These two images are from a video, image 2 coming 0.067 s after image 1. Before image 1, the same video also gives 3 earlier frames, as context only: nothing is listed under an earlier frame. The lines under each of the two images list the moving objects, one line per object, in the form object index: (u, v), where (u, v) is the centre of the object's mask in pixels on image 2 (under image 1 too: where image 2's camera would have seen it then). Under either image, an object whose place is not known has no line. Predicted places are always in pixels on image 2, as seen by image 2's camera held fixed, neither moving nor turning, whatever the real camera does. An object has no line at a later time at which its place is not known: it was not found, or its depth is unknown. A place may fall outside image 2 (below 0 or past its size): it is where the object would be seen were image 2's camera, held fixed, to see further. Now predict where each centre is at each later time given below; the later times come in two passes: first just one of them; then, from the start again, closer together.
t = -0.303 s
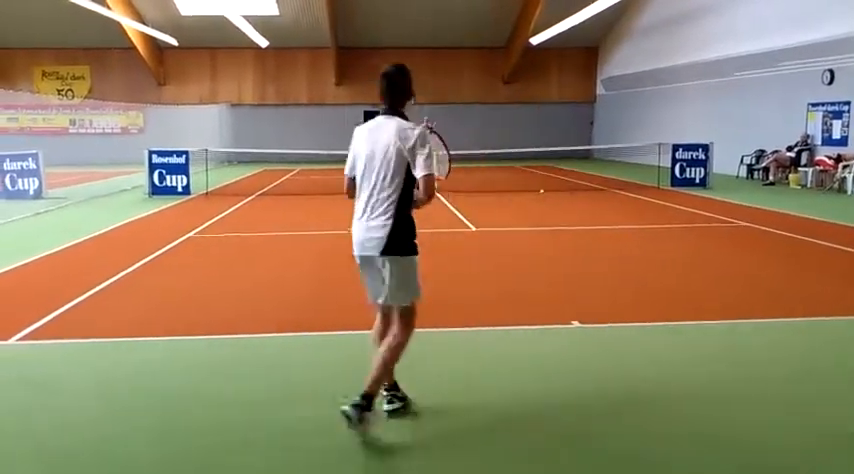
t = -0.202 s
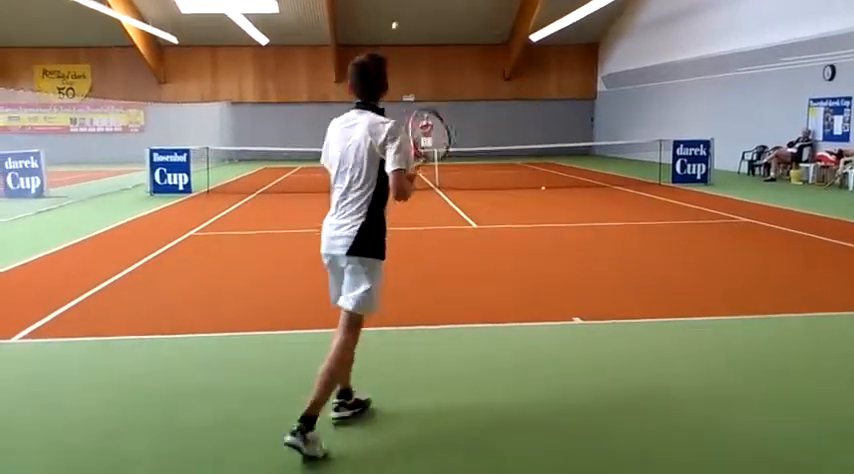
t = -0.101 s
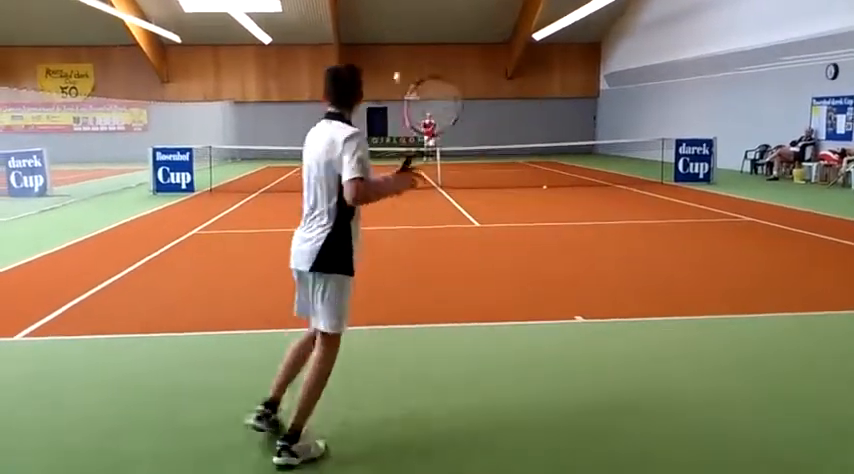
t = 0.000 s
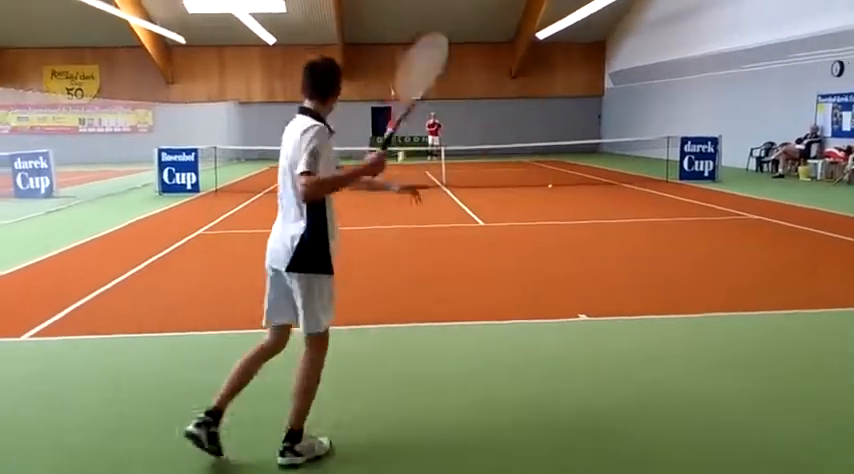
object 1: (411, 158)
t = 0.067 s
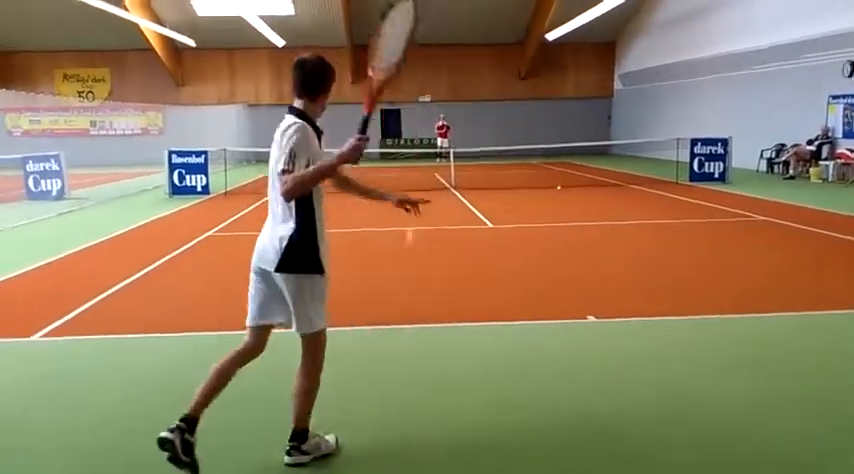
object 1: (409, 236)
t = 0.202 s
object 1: (409, 276)
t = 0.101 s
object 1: (410, 280)
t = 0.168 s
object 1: (410, 298)
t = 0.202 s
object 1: (409, 276)
